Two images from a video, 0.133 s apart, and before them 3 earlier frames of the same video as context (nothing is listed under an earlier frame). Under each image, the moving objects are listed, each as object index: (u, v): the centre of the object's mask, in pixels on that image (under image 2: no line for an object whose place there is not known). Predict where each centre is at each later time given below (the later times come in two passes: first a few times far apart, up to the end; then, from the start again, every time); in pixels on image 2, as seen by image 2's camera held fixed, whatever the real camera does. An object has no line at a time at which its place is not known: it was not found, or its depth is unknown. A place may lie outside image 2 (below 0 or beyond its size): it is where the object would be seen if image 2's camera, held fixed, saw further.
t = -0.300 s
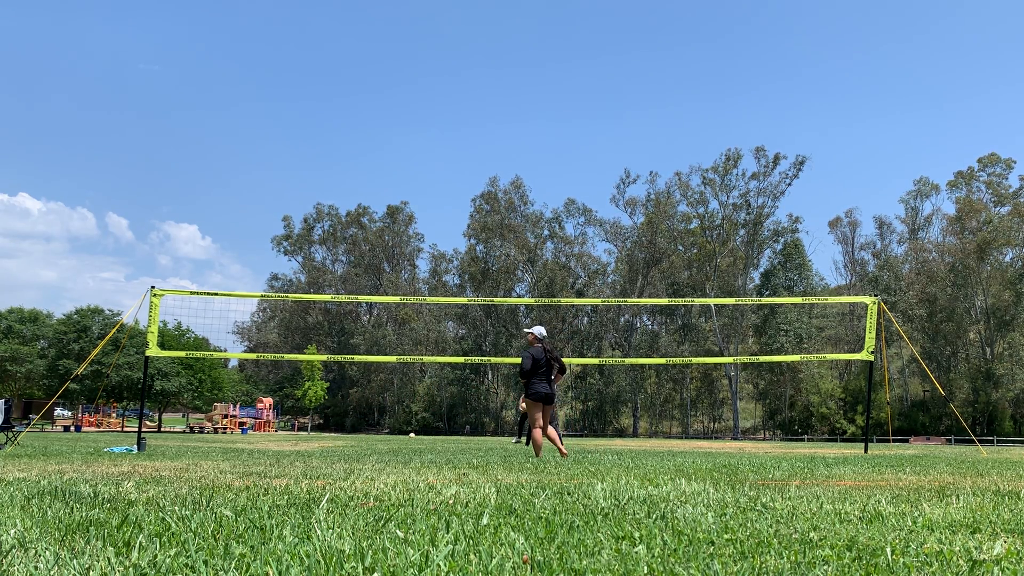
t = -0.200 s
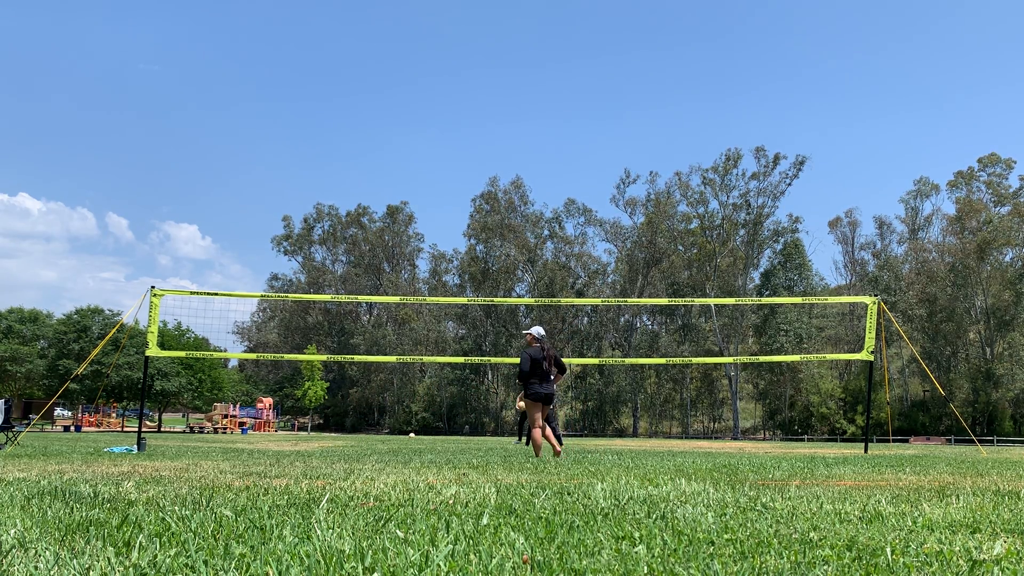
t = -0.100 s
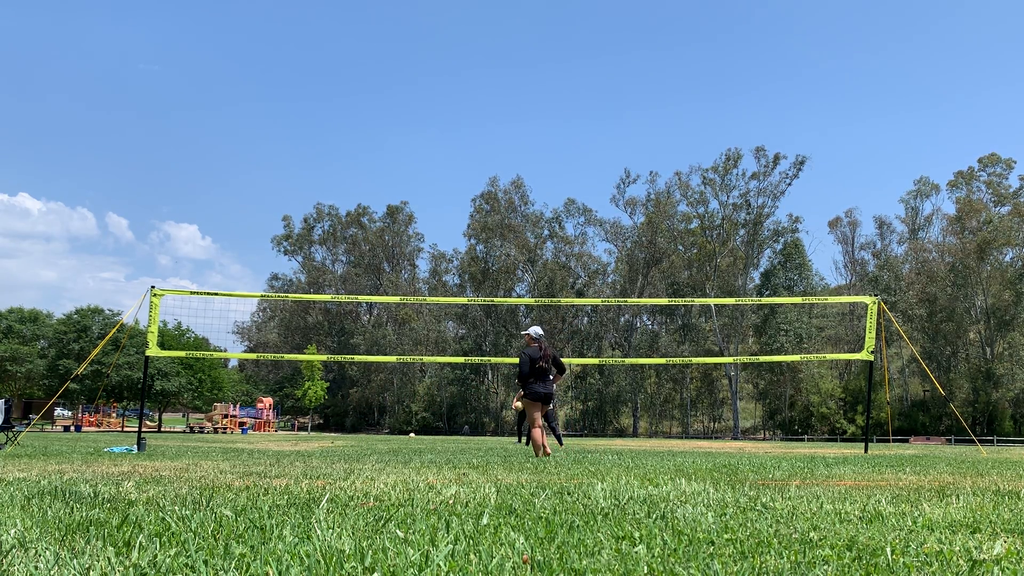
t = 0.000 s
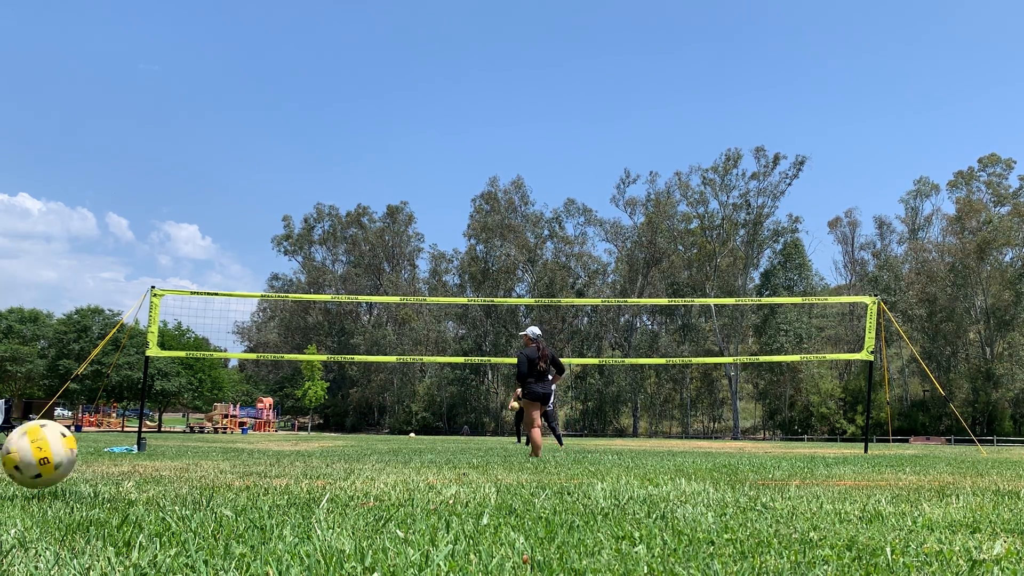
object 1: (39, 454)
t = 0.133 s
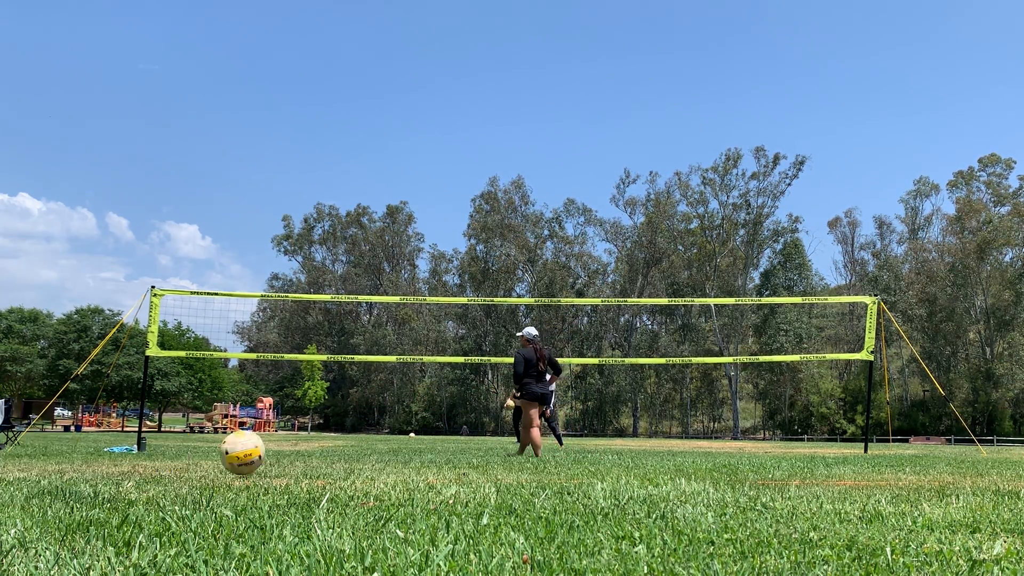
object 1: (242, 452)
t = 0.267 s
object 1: (326, 454)
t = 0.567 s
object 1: (394, 445)
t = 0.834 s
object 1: (415, 445)
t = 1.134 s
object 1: (426, 444)
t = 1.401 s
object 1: (429, 442)
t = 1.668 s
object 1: (429, 445)
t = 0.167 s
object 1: (270, 456)
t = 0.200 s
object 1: (293, 458)
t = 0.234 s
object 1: (311, 456)
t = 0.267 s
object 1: (326, 454)
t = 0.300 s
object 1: (338, 452)
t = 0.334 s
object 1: (349, 451)
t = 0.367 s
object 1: (359, 452)
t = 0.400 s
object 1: (368, 453)
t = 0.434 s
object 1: (375, 455)
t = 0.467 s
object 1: (381, 452)
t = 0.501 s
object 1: (386, 449)
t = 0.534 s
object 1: (391, 446)
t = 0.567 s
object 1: (394, 445)
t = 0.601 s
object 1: (398, 445)
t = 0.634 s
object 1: (402, 445)
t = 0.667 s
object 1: (405, 446)
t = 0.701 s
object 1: (409, 448)
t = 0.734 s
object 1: (411, 449)
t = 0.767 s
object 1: (412, 447)
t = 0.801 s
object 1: (414, 446)
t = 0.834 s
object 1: (415, 445)
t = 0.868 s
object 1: (416, 445)
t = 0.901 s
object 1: (418, 445)
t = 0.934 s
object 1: (419, 446)
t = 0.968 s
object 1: (420, 448)
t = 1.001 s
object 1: (421, 447)
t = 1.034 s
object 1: (422, 446)
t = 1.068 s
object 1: (424, 445)
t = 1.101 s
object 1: (425, 444)
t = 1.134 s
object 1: (426, 444)
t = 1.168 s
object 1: (426, 444)
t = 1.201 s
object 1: (427, 445)
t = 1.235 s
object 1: (428, 446)
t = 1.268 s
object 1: (428, 447)
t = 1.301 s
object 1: (428, 446)
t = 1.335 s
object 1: (429, 444)
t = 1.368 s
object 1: (429, 443)
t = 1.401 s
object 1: (429, 442)
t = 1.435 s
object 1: (429, 442)
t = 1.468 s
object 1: (429, 442)
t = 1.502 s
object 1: (429, 443)
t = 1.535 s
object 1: (429, 445)
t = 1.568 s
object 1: (429, 446)
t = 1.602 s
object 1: (429, 446)
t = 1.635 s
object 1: (429, 445)
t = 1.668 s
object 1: (429, 445)
